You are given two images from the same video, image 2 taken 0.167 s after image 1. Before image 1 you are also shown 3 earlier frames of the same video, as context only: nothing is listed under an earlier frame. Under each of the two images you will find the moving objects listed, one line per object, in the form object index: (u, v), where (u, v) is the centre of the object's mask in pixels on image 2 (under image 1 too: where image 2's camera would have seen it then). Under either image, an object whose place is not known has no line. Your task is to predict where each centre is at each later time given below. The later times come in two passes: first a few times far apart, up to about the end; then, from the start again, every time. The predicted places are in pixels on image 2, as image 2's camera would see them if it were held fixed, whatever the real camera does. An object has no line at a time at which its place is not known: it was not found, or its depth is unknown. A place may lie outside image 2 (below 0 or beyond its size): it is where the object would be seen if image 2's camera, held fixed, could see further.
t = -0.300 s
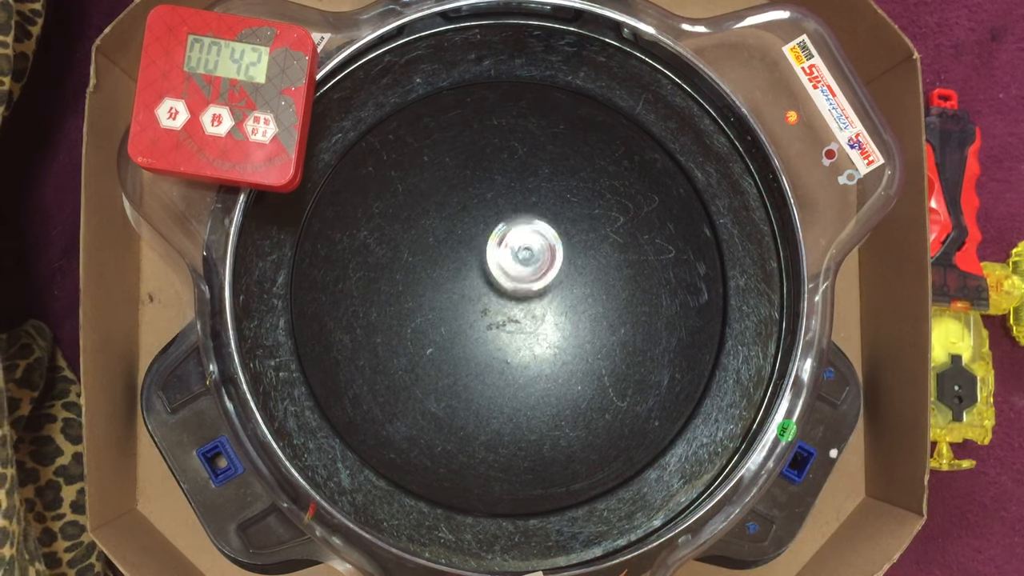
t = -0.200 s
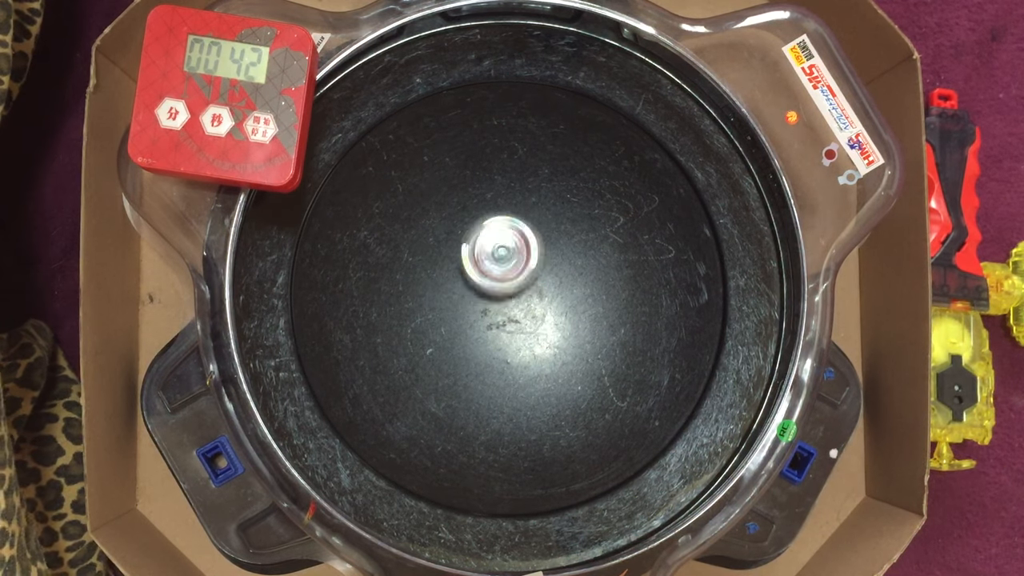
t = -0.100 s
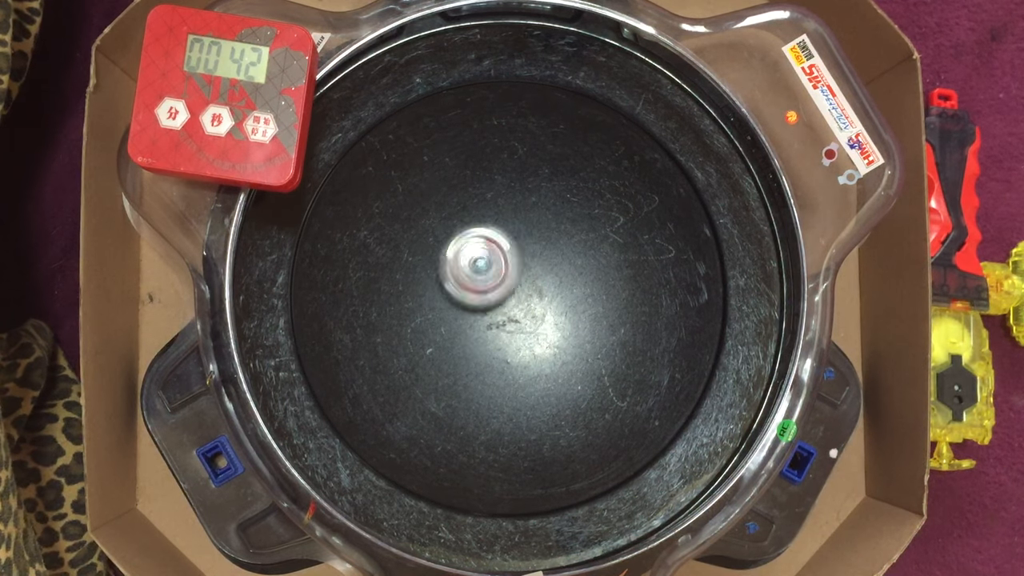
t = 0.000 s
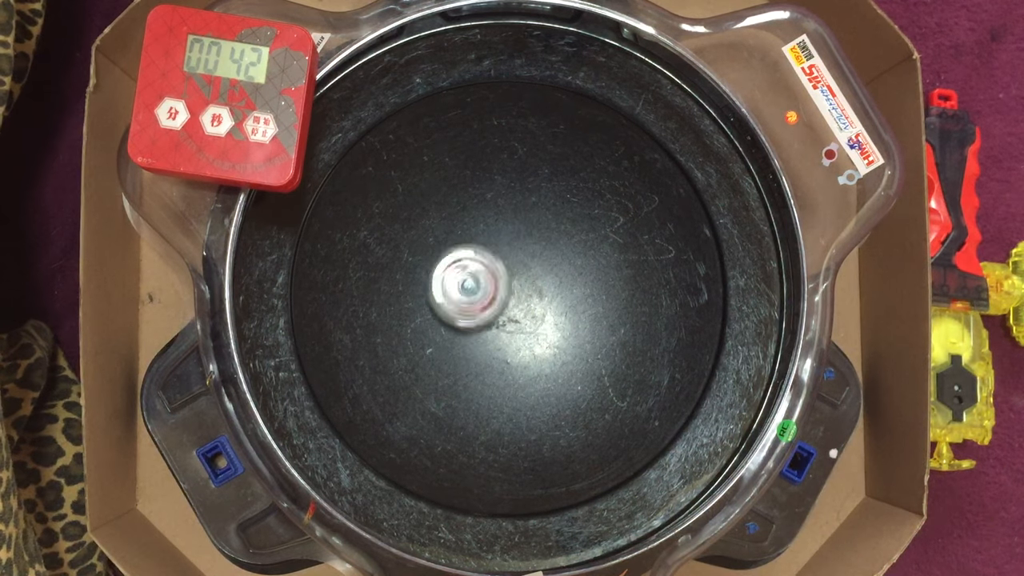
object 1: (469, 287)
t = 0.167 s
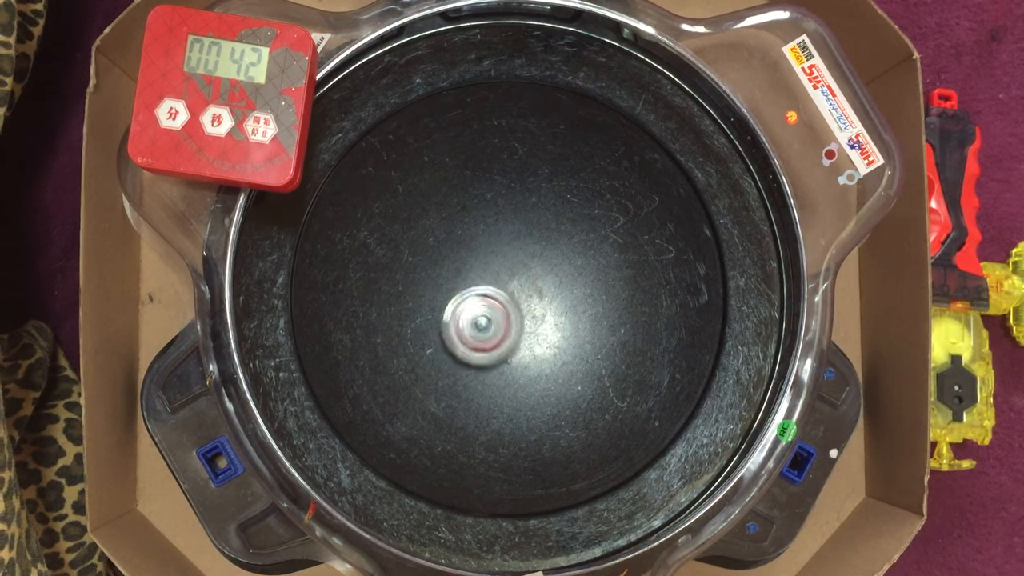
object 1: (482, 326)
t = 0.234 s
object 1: (496, 334)
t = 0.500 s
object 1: (546, 311)
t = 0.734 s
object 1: (529, 264)
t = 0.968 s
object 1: (482, 267)
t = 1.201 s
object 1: (472, 314)
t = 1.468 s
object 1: (522, 331)
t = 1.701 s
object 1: (544, 290)
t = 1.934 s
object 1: (510, 258)
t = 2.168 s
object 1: (473, 288)
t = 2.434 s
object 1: (499, 330)
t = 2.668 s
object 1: (537, 316)
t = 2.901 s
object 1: (531, 273)
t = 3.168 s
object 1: (486, 271)
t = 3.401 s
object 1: (475, 309)
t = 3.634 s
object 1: (508, 328)
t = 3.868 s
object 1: (537, 306)
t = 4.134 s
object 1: (524, 270)
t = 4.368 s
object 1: (494, 271)
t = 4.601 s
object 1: (487, 306)
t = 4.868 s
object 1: (517, 324)
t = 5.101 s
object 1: (532, 305)
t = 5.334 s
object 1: (512, 279)
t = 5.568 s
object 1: (483, 284)
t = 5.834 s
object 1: (489, 309)
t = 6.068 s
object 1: (518, 308)
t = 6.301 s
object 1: (533, 297)
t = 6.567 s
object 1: (527, 286)
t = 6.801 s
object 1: (502, 289)
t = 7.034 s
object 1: (485, 309)
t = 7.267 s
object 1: (497, 317)
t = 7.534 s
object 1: (520, 297)
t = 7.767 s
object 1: (513, 273)
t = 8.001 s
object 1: (499, 279)
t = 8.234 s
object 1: (496, 302)
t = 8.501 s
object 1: (506, 320)
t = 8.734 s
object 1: (519, 311)
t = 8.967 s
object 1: (521, 291)
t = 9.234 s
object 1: (519, 276)
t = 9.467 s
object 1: (510, 278)
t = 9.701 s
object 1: (499, 289)
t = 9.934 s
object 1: (490, 304)
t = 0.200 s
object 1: (488, 329)
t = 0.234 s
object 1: (496, 334)
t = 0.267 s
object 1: (505, 336)
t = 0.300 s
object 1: (511, 334)
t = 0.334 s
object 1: (518, 335)
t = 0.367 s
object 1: (526, 330)
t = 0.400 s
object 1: (530, 328)
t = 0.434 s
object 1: (538, 323)
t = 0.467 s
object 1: (541, 316)
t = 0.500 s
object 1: (546, 311)
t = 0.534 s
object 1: (548, 302)
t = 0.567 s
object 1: (547, 296)
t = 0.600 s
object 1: (547, 288)
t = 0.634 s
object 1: (544, 279)
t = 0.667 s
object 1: (541, 274)
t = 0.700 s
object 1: (537, 268)
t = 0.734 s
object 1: (529, 264)
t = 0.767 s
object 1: (524, 260)
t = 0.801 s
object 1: (516, 257)
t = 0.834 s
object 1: (510, 258)
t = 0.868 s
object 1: (503, 258)
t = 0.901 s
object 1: (495, 260)
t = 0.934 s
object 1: (489, 263)
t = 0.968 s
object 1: (482, 267)
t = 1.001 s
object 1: (478, 272)
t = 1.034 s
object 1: (473, 278)
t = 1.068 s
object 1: (469, 285)
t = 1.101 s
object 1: (469, 292)
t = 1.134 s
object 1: (467, 300)
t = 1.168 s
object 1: (470, 309)
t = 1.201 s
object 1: (472, 314)
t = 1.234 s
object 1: (477, 322)
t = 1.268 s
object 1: (482, 325)
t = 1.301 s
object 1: (488, 330)
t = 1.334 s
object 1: (496, 334)
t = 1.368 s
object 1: (501, 334)
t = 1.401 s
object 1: (509, 335)
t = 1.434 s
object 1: (516, 333)
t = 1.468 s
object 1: (522, 331)
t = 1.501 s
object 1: (529, 327)
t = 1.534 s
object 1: (534, 322)
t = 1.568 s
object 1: (539, 317)
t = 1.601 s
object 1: (541, 309)
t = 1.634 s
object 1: (544, 304)
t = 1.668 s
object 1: (545, 296)
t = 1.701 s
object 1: (544, 290)
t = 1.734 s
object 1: (544, 282)
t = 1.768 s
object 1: (539, 274)
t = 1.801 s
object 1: (536, 269)
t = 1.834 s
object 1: (530, 263)
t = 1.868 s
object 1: (524, 262)
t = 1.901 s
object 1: (517, 258)
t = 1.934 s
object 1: (510, 258)
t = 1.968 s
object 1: (503, 259)
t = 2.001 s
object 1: (495, 261)
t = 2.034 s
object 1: (490, 265)
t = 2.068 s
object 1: (483, 269)
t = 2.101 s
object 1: (480, 275)
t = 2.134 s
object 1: (475, 280)
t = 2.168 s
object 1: (473, 288)
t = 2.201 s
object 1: (473, 294)
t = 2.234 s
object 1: (472, 301)
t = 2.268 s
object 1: (475, 307)
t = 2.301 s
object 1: (476, 315)
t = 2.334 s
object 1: (482, 321)
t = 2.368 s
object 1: (487, 325)
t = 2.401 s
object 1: (493, 330)
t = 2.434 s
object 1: (499, 330)
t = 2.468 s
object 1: (504, 332)
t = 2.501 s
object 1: (512, 332)
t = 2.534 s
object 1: (516, 331)
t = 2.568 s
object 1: (524, 329)
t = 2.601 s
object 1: (527, 326)
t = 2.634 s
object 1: (534, 322)
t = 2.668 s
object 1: (537, 316)
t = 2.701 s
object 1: (540, 311)
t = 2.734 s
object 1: (542, 304)
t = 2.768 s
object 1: (543, 298)
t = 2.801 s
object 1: (542, 291)
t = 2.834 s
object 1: (540, 285)
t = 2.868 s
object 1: (537, 279)
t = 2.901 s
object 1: (531, 273)
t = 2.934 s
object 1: (528, 269)
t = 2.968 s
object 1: (521, 265)
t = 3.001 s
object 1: (516, 265)
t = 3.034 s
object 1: (509, 263)
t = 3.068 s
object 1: (503, 264)
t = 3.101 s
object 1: (496, 265)
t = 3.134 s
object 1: (491, 268)
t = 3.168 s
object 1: (486, 271)
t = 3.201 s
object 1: (481, 276)
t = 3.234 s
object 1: (478, 280)
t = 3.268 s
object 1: (474, 286)
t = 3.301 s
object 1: (474, 291)
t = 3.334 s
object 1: (473, 298)
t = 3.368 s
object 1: (475, 303)
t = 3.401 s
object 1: (475, 309)
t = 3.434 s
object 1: (481, 315)
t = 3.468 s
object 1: (483, 318)
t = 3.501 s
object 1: (489, 323)
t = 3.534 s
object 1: (493, 324)
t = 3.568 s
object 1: (499, 327)
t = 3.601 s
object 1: (503, 326)
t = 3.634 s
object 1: (508, 328)
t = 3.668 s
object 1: (513, 326)
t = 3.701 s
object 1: (518, 326)
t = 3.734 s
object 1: (525, 323)
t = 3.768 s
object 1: (528, 320)
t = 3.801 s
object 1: (532, 315)
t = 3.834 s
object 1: (535, 311)
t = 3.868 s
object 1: (537, 306)
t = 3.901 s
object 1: (536, 301)
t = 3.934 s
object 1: (538, 296)
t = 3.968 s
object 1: (535, 291)
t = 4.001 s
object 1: (535, 286)
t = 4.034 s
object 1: (532, 280)
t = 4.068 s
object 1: (530, 277)
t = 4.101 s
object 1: (526, 272)
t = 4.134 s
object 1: (524, 270)
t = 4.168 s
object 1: (519, 267)
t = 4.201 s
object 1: (516, 267)
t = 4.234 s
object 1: (510, 265)
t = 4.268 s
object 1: (507, 266)
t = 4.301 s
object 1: (502, 267)
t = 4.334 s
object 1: (498, 269)
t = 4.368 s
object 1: (494, 271)
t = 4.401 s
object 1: (491, 275)
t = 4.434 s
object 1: (487, 279)
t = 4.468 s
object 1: (486, 285)
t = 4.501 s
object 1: (484, 289)
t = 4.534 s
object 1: (485, 295)
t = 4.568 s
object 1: (485, 300)
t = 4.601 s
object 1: (487, 306)
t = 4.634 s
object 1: (490, 309)
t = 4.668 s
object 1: (493, 316)
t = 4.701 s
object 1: (496, 317)
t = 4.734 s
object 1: (501, 321)
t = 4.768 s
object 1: (505, 322)
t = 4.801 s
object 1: (509, 324)
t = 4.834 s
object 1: (513, 323)
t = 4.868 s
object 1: (517, 324)
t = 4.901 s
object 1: (520, 323)
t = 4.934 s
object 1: (524, 322)
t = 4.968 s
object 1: (527, 318)
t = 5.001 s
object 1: (531, 317)
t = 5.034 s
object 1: (530, 313)
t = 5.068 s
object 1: (532, 310)
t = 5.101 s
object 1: (532, 305)
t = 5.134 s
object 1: (532, 301)
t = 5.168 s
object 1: (530, 296)
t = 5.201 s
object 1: (528, 292)
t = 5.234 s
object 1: (524, 287)
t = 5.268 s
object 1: (520, 284)
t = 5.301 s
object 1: (516, 281)
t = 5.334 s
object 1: (512, 279)
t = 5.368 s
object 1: (505, 278)
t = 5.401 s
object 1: (502, 278)
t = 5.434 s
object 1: (497, 279)
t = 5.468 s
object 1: (494, 279)
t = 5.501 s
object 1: (489, 281)
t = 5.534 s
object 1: (487, 281)
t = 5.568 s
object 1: (483, 284)
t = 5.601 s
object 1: (482, 286)
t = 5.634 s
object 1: (480, 290)
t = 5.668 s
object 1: (479, 292)
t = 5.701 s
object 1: (480, 297)
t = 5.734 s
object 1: (480, 300)
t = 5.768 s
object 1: (482, 304)
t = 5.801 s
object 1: (485, 307)
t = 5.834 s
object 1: (489, 309)
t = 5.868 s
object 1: (494, 310)
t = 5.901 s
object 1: (499, 310)
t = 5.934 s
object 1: (503, 311)
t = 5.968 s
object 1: (508, 309)
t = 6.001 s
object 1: (510, 310)
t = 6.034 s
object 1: (515, 307)
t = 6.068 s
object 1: (518, 308)
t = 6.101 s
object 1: (521, 304)
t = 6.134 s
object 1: (525, 304)
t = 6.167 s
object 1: (526, 301)
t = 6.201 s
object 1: (530, 301)
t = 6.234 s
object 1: (530, 299)
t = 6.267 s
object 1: (533, 298)
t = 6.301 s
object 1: (533, 297)
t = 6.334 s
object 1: (535, 295)
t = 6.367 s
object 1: (535, 293)
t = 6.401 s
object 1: (535, 292)
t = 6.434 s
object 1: (534, 290)
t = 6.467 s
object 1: (533, 288)
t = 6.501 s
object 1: (532, 288)
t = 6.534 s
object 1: (530, 286)
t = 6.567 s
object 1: (527, 286)
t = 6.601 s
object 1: (524, 285)
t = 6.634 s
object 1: (521, 285)
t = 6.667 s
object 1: (517, 285)
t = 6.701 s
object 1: (513, 286)
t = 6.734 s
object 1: (510, 287)
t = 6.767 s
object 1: (506, 288)
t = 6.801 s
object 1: (502, 289)
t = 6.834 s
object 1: (499, 290)
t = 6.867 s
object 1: (494, 293)
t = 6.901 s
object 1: (491, 295)
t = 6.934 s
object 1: (489, 298)
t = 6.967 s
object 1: (486, 302)
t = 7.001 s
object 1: (486, 305)
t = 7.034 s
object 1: (485, 309)
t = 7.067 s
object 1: (487, 310)
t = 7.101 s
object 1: (487, 313)
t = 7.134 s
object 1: (490, 313)
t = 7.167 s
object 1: (491, 317)
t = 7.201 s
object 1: (492, 314)
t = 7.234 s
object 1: (496, 317)
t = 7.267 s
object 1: (497, 317)
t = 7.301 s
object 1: (500, 315)
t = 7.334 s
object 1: (503, 314)
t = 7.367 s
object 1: (506, 313)
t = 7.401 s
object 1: (509, 310)
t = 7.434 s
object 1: (512, 307)
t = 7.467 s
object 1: (515, 305)
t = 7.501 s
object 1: (517, 301)
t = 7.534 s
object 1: (520, 297)
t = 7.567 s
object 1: (520, 293)
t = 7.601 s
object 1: (521, 289)
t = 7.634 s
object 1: (520, 283)
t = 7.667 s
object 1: (519, 279)
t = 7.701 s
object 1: (517, 276)
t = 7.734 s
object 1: (515, 273)
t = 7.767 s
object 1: (513, 273)
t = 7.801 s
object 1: (510, 272)
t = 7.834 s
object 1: (509, 271)
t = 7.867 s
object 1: (507, 272)
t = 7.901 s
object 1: (503, 273)
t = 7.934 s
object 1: (502, 275)
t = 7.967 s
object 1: (500, 276)
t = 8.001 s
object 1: (499, 279)
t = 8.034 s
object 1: (497, 282)
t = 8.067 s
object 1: (497, 285)
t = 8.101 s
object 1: (495, 288)
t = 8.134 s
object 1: (496, 292)
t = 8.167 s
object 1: (496, 295)
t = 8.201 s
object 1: (495, 298)
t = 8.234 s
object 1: (496, 302)
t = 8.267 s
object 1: (496, 305)
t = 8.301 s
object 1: (498, 308)
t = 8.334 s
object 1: (498, 312)
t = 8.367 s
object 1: (500, 313)
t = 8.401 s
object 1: (501, 317)
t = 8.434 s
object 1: (503, 319)
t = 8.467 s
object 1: (505, 319)
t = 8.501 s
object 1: (506, 320)
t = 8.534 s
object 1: (509, 320)
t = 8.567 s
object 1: (511, 320)
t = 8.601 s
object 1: (513, 319)
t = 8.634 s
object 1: (515, 318)
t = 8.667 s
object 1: (516, 316)
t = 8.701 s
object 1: (517, 313)
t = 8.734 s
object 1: (519, 311)
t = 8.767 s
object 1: (519, 307)
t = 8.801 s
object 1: (521, 306)
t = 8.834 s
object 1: (519, 303)
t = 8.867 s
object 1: (521, 299)
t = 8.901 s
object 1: (521, 298)
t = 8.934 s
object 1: (519, 292)
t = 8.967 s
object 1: (521, 291)
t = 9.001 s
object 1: (519, 290)
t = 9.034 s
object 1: (520, 285)
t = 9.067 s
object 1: (521, 284)
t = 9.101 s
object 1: (519, 282)
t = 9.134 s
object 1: (520, 279)
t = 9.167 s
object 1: (519, 279)
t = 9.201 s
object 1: (518, 276)
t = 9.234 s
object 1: (519, 276)
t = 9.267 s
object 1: (516, 274)
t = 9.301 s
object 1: (517, 274)
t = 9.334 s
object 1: (513, 274)
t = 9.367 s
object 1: (514, 275)
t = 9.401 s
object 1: (512, 277)
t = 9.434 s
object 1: (510, 276)
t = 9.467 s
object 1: (510, 278)
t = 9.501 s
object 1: (508, 279)
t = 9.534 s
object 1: (507, 280)
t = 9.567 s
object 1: (507, 283)
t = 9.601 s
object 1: (503, 284)
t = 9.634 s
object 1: (503, 284)
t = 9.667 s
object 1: (500, 288)
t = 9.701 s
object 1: (499, 289)
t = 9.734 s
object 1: (497, 292)
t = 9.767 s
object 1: (495, 293)
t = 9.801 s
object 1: (494, 296)
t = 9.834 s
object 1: (491, 298)
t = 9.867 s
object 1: (491, 300)
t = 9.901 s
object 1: (489, 302)
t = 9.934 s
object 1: (490, 304)
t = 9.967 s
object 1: (489, 306)
